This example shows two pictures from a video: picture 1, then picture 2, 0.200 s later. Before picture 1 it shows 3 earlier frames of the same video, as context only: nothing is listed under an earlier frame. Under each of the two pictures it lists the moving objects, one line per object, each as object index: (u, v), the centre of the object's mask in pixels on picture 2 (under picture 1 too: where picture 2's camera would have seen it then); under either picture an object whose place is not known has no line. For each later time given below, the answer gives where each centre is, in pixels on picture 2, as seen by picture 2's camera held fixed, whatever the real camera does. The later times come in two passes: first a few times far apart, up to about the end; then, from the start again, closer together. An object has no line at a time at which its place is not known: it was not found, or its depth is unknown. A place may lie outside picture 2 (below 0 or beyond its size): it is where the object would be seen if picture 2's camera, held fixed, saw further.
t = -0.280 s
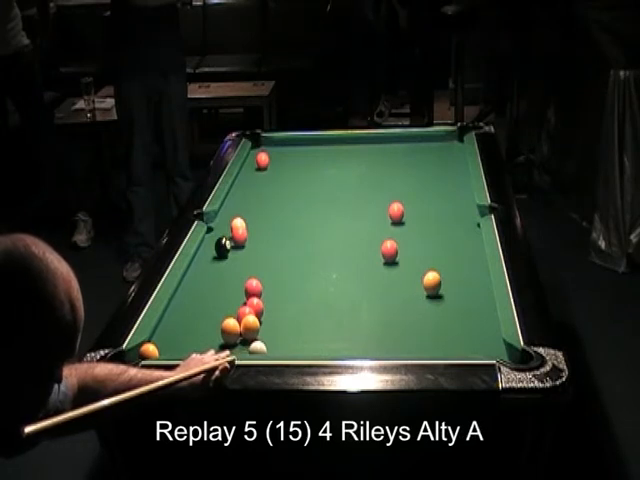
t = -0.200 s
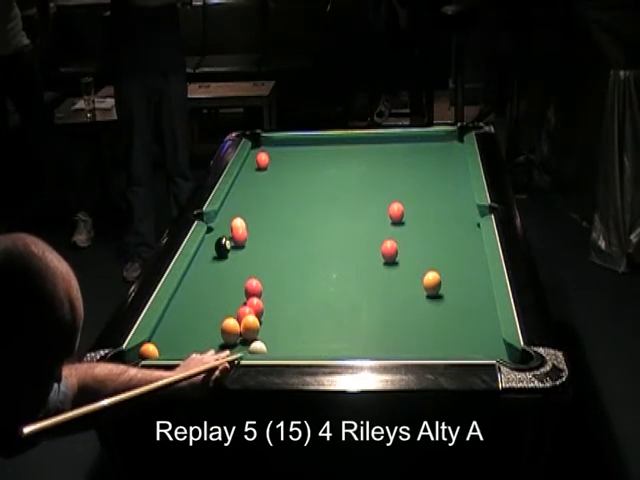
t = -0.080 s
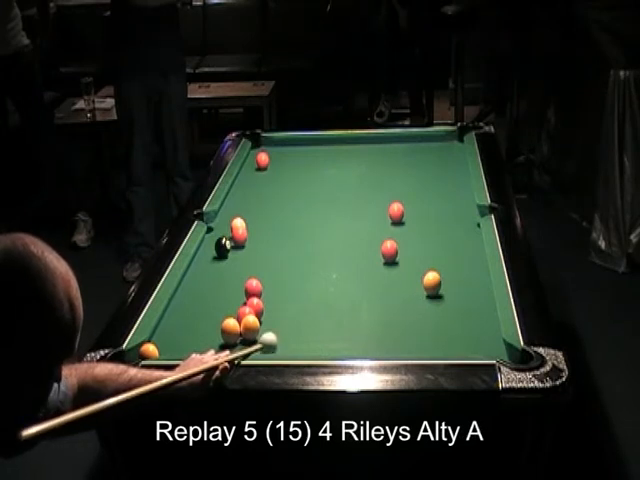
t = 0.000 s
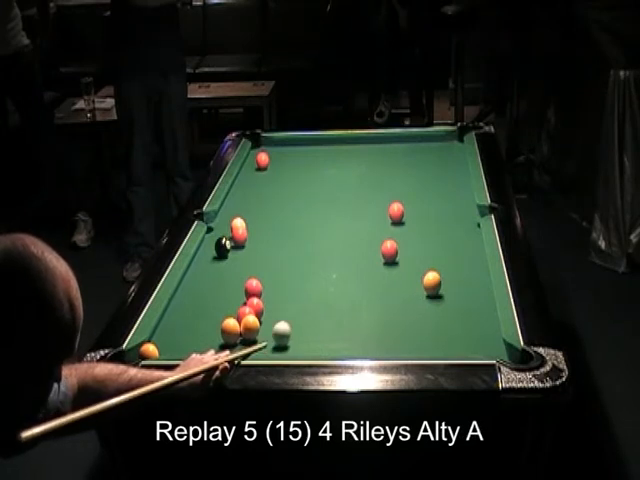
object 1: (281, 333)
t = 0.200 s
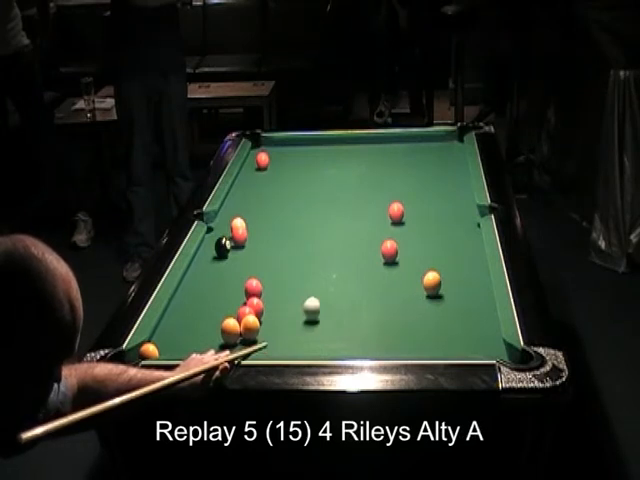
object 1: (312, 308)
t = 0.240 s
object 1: (317, 304)
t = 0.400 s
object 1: (338, 287)
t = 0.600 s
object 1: (362, 267)
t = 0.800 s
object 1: (373, 253)
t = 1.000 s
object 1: (367, 245)
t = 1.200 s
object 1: (363, 237)
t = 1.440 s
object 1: (358, 230)
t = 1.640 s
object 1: (354, 224)
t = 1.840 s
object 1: (350, 219)
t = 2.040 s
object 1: (347, 215)
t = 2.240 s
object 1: (343, 210)
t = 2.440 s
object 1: (341, 206)
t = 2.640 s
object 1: (338, 203)
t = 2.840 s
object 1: (337, 200)
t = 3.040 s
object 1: (335, 198)
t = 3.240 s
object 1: (333, 196)
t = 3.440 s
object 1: (332, 194)
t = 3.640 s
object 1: (333, 190)
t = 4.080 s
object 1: (329, 191)
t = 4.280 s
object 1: (329, 191)
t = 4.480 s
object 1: (329, 191)
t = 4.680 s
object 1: (329, 191)
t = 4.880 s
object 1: (329, 191)
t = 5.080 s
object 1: (329, 191)
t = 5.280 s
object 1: (329, 191)
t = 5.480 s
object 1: (329, 191)
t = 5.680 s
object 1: (329, 191)
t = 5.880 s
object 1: (329, 191)
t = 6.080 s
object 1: (329, 191)
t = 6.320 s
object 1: (329, 191)
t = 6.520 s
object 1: (329, 191)
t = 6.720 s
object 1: (329, 191)
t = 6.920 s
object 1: (329, 191)
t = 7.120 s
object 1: (329, 191)
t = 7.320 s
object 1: (329, 191)
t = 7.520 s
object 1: (329, 191)
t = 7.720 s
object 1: (329, 191)
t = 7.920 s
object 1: (329, 191)
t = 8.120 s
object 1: (329, 191)
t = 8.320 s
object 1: (329, 191)
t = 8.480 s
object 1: (329, 191)
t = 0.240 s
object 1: (317, 304)
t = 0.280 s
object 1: (323, 300)
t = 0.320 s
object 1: (328, 295)
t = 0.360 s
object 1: (333, 291)
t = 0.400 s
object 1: (338, 287)
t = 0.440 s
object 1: (343, 282)
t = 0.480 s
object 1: (348, 278)
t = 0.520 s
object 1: (353, 275)
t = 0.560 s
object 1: (358, 270)
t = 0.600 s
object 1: (362, 267)
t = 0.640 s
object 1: (366, 263)
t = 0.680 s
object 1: (371, 260)
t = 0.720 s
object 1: (375, 256)
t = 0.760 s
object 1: (374, 255)
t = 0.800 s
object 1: (373, 253)
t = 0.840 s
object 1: (371, 251)
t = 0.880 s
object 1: (370, 250)
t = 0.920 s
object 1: (369, 248)
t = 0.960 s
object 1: (368, 247)
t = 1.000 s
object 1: (367, 245)
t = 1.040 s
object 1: (366, 243)
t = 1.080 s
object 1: (365, 242)
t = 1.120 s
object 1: (365, 240)
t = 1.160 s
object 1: (364, 239)
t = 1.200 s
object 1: (363, 237)
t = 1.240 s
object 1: (362, 236)
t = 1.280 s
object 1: (361, 235)
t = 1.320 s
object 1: (360, 234)
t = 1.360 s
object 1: (359, 232)
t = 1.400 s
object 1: (358, 231)
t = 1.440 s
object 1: (358, 230)
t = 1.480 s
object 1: (357, 229)
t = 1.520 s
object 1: (356, 227)
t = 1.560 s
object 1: (355, 226)
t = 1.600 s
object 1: (354, 225)
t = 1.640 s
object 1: (354, 224)
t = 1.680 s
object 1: (353, 223)
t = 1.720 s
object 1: (352, 223)
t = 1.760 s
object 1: (351, 221)
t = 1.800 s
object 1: (351, 220)
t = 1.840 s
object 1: (350, 219)
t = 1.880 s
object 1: (349, 218)
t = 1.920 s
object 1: (349, 217)
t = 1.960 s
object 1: (348, 216)
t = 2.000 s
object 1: (347, 215)
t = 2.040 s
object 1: (347, 215)
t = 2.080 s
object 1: (346, 214)
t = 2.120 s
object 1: (345, 213)
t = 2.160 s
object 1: (345, 212)
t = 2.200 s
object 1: (344, 211)
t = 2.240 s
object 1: (343, 210)
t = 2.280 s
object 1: (343, 209)
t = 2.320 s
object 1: (342, 208)
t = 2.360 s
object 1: (342, 208)
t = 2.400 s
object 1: (341, 207)
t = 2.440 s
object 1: (341, 206)
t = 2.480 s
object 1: (340, 206)
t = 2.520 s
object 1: (340, 205)
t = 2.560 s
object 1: (339, 204)
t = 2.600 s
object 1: (339, 204)
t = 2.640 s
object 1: (338, 203)
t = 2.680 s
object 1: (338, 203)
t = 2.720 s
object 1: (338, 202)
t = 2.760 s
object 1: (337, 202)
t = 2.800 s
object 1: (337, 201)
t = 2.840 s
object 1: (337, 200)
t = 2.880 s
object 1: (336, 199)
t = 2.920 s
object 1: (336, 199)
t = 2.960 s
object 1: (335, 199)
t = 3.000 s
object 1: (335, 198)
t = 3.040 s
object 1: (335, 198)
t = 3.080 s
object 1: (334, 198)
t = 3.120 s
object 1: (334, 197)
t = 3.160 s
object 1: (334, 197)
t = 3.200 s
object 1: (334, 196)
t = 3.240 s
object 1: (333, 196)
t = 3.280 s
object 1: (333, 196)
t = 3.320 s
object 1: (333, 195)
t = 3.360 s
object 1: (332, 195)
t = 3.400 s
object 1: (332, 194)
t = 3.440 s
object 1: (332, 194)
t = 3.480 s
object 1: (332, 194)
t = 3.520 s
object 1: (331, 194)
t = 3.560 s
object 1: (331, 193)
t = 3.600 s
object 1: (331, 193)
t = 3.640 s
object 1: (333, 190)
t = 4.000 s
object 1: (329, 191)
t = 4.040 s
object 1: (329, 191)
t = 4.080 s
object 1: (329, 191)
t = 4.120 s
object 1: (329, 191)
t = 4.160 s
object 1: (329, 191)
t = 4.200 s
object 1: (329, 191)
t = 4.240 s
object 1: (329, 191)
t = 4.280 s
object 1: (329, 191)
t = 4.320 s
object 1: (329, 191)
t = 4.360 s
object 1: (329, 191)
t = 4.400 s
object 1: (329, 191)
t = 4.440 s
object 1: (329, 191)
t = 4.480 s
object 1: (329, 191)
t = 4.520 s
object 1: (329, 191)
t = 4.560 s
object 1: (329, 191)
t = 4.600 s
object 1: (329, 191)
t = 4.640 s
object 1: (329, 191)
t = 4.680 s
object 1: (329, 191)
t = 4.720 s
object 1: (329, 191)
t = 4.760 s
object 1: (329, 191)
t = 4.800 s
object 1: (329, 191)
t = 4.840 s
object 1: (329, 191)
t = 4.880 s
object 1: (329, 191)
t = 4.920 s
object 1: (329, 191)
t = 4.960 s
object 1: (329, 191)
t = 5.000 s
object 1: (329, 191)
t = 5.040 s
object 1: (329, 191)
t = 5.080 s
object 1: (329, 191)
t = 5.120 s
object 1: (329, 191)
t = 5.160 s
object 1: (329, 191)
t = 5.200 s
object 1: (329, 191)
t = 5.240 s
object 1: (329, 191)
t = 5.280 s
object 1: (329, 191)
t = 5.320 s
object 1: (329, 191)
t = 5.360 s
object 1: (329, 191)
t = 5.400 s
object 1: (329, 191)
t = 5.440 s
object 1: (329, 191)
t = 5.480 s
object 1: (329, 191)
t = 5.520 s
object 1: (329, 191)
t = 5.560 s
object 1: (329, 191)
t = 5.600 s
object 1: (329, 191)
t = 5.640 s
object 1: (329, 191)
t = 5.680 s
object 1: (329, 191)
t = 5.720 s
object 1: (329, 191)
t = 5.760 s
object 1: (329, 191)
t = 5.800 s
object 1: (329, 191)
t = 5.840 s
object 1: (329, 191)
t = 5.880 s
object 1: (329, 191)
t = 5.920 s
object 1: (329, 191)
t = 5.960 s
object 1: (329, 191)
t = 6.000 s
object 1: (329, 191)
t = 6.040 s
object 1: (329, 191)
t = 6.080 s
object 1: (329, 191)
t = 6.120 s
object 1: (329, 191)
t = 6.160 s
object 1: (329, 191)
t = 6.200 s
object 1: (329, 191)
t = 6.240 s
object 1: (329, 191)
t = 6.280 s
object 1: (329, 191)
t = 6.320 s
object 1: (329, 191)
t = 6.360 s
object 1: (329, 191)
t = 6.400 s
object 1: (329, 191)
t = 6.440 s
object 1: (329, 191)
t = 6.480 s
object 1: (329, 191)
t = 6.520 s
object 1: (329, 191)
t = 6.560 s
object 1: (329, 191)
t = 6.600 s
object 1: (329, 191)
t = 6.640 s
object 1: (329, 191)
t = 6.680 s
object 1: (329, 191)
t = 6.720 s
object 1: (329, 191)
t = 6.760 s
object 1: (329, 191)
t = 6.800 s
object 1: (329, 191)
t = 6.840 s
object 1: (329, 191)
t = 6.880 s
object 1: (329, 191)
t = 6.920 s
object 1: (329, 191)
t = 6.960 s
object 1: (329, 191)
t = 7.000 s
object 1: (329, 191)
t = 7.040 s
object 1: (329, 191)
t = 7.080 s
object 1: (329, 191)
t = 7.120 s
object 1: (329, 191)
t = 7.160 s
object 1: (329, 191)
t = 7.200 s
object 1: (329, 191)
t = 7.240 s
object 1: (329, 191)
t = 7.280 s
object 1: (329, 191)
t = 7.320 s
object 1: (329, 191)
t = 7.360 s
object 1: (329, 191)
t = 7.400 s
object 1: (329, 191)
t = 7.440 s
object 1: (329, 191)
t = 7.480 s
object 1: (329, 191)
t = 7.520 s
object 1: (329, 191)
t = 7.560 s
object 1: (329, 191)
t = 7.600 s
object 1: (329, 191)
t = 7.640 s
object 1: (329, 191)
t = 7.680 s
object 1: (329, 191)
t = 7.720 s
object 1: (329, 191)
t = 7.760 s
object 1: (329, 191)
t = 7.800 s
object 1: (329, 191)
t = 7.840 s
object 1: (329, 191)
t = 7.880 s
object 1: (329, 191)
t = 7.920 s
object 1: (329, 191)
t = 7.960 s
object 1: (329, 191)
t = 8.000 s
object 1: (329, 191)
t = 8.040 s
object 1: (329, 191)
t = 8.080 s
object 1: (329, 191)
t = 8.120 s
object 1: (329, 191)
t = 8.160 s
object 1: (329, 191)
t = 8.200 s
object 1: (329, 191)
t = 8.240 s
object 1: (329, 191)
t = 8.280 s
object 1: (329, 191)
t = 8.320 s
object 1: (329, 191)
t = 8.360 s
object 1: (329, 191)
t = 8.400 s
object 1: (329, 191)
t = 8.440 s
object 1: (329, 191)
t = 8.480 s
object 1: (329, 191)
